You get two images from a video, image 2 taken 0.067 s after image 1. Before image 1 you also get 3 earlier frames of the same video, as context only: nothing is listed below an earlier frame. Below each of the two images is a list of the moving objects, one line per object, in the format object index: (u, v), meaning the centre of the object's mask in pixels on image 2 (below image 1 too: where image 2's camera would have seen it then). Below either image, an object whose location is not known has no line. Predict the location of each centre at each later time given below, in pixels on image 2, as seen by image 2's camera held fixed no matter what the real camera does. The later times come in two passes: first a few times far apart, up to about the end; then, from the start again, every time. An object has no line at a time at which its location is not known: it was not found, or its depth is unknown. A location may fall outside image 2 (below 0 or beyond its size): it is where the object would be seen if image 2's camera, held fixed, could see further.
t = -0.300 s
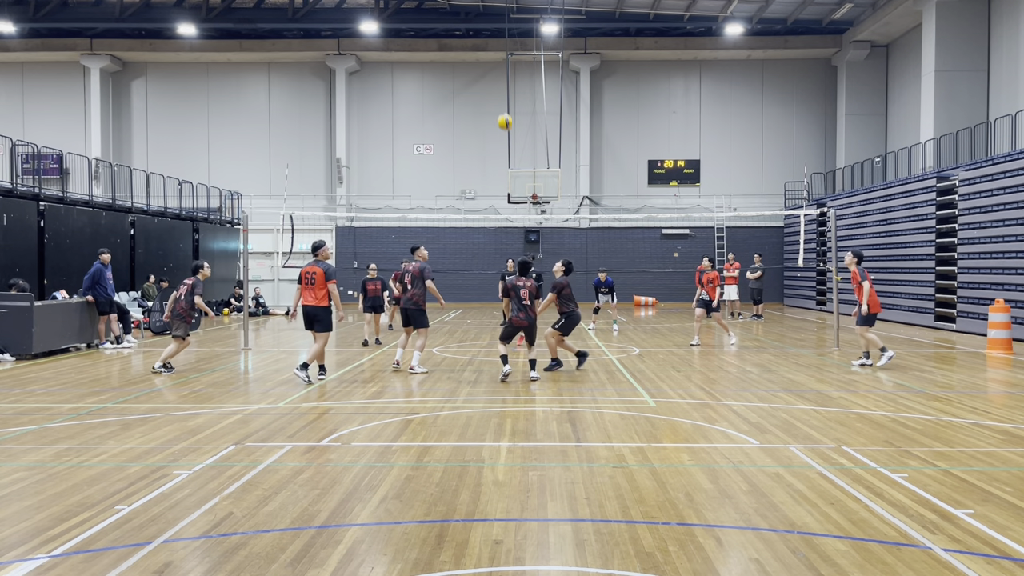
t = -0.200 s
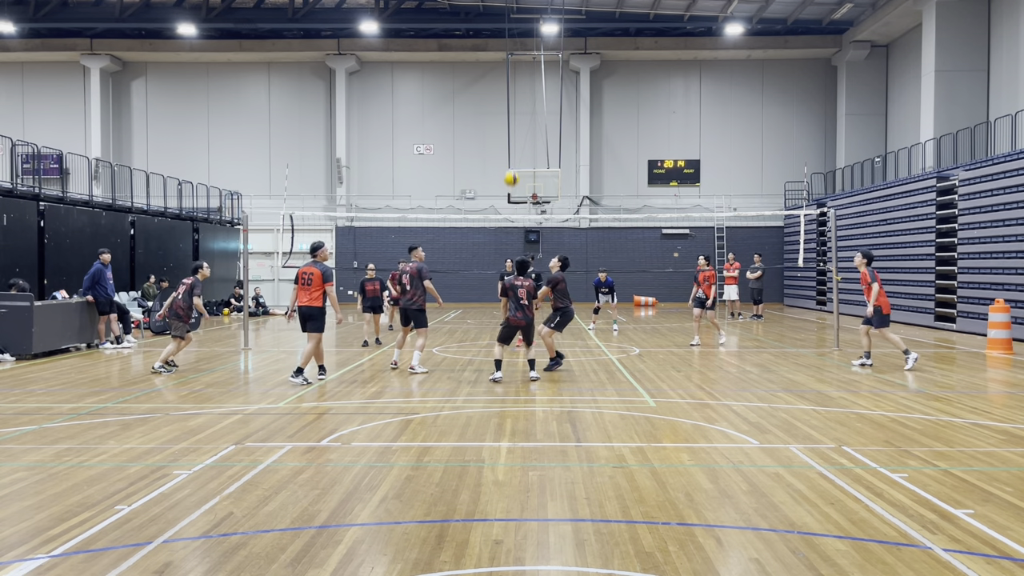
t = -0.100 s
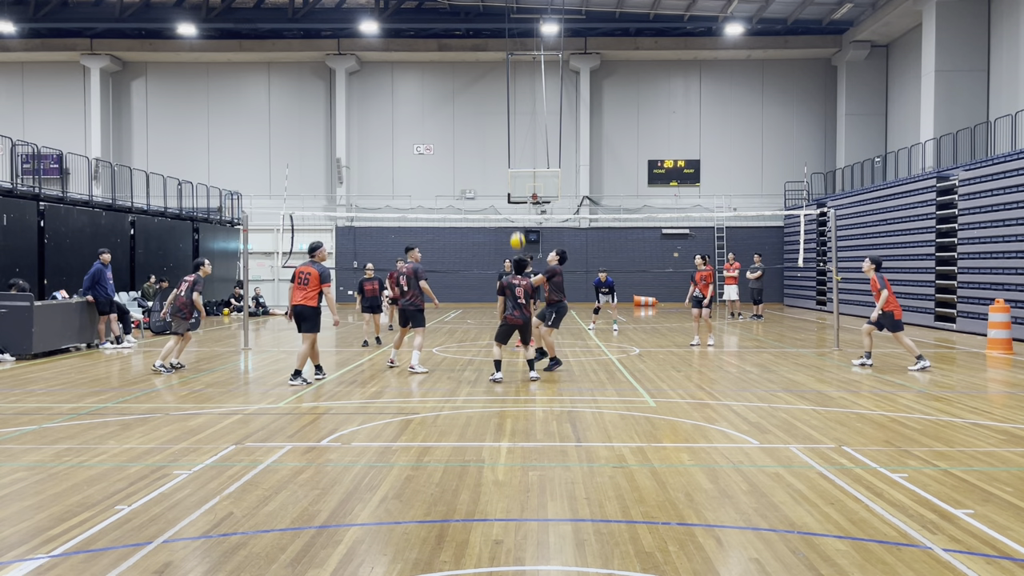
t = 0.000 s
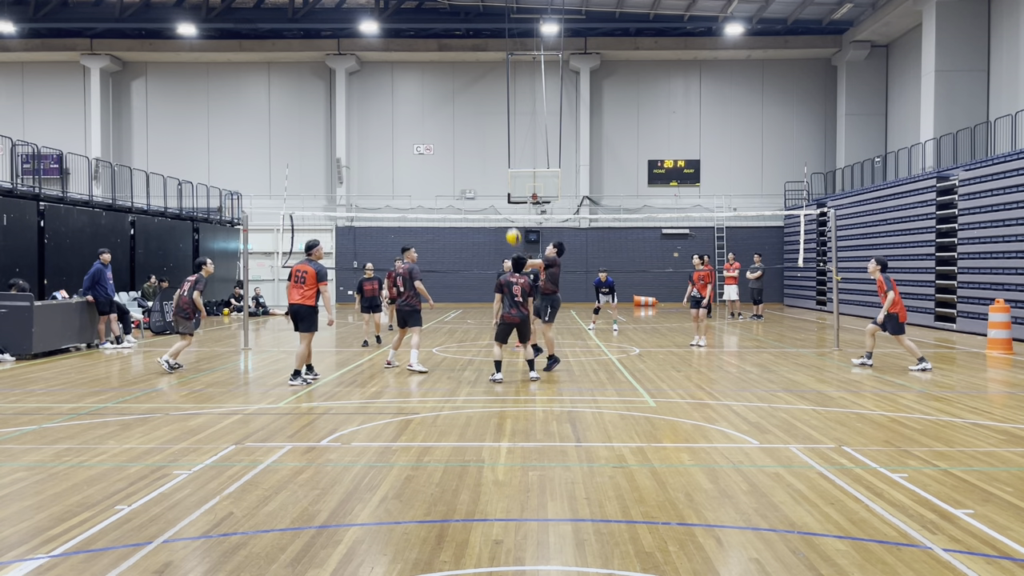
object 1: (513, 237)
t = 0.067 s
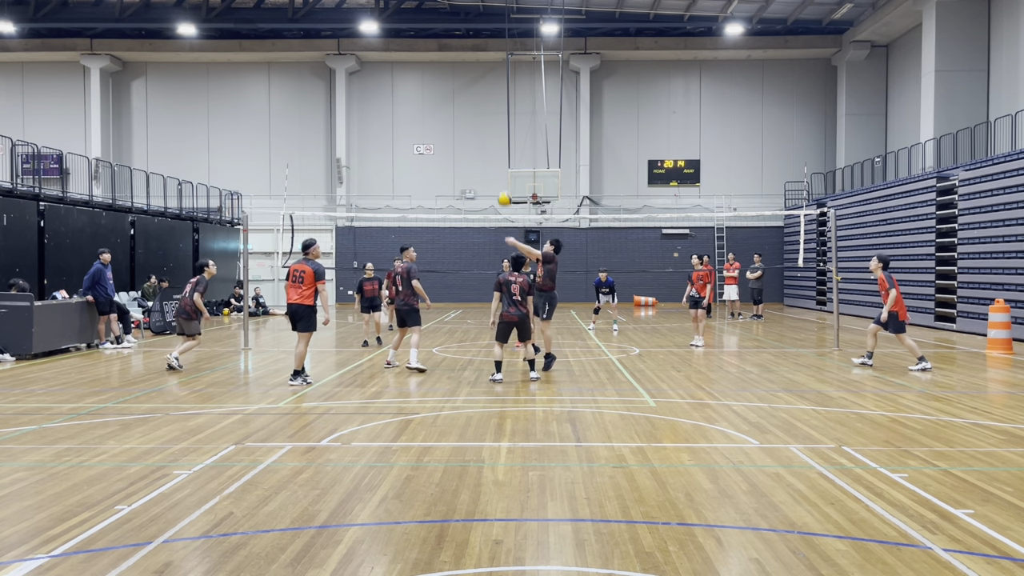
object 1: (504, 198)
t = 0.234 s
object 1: (484, 119)
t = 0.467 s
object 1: (455, 47)
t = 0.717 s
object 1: (428, 17)
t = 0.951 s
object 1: (403, 27)
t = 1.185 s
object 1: (381, 70)
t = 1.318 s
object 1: (369, 108)
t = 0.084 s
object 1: (502, 190)
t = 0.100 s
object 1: (500, 181)
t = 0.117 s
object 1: (498, 172)
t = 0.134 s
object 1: (496, 164)
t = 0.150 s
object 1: (494, 156)
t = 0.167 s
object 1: (492, 148)
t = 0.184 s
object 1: (490, 140)
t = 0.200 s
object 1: (488, 133)
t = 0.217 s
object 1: (486, 126)
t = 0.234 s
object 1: (484, 119)
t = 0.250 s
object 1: (482, 113)
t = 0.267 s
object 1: (479, 106)
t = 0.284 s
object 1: (478, 100)
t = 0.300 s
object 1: (476, 94)
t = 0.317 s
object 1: (473, 89)
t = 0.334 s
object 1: (471, 83)
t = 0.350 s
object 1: (469, 78)
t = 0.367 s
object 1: (468, 73)
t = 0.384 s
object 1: (465, 68)
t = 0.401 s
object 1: (464, 63)
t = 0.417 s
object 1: (462, 59)
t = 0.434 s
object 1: (460, 54)
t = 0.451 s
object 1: (458, 51)
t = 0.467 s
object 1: (455, 47)
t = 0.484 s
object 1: (454, 44)
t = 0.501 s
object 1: (452, 41)
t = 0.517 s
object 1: (450, 38)
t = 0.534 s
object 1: (448, 35)
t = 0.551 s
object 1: (446, 32)
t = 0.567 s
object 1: (444, 30)
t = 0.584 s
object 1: (443, 28)
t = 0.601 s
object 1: (441, 26)
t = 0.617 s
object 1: (439, 24)
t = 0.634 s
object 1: (437, 22)
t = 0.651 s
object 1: (435, 21)
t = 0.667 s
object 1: (433, 20)
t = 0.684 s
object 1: (431, 19)
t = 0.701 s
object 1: (429, 18)
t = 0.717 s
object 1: (428, 17)
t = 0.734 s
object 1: (426, 16)
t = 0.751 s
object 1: (424, 16)
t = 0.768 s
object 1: (422, 16)
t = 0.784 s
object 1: (420, 16)
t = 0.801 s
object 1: (419, 16)
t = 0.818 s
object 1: (417, 17)
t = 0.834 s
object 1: (415, 17)
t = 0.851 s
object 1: (413, 18)
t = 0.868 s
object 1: (412, 19)
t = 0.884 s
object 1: (410, 20)
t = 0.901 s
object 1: (408, 21)
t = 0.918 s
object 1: (406, 23)
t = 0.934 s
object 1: (405, 25)
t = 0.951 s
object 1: (403, 27)
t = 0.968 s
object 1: (401, 28)
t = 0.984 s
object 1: (400, 30)
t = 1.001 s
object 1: (398, 33)
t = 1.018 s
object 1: (396, 35)
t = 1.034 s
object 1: (395, 38)
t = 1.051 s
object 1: (393, 41)
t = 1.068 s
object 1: (392, 44)
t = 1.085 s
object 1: (390, 47)
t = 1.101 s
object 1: (389, 51)
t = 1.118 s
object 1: (387, 54)
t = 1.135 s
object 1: (385, 58)
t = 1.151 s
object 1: (384, 62)
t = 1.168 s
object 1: (382, 66)
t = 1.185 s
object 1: (381, 70)
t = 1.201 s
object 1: (379, 74)
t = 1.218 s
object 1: (378, 78)
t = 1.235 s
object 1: (376, 83)
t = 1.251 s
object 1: (375, 87)
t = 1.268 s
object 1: (374, 92)
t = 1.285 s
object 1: (372, 98)
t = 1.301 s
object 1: (371, 103)
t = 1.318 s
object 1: (369, 108)
